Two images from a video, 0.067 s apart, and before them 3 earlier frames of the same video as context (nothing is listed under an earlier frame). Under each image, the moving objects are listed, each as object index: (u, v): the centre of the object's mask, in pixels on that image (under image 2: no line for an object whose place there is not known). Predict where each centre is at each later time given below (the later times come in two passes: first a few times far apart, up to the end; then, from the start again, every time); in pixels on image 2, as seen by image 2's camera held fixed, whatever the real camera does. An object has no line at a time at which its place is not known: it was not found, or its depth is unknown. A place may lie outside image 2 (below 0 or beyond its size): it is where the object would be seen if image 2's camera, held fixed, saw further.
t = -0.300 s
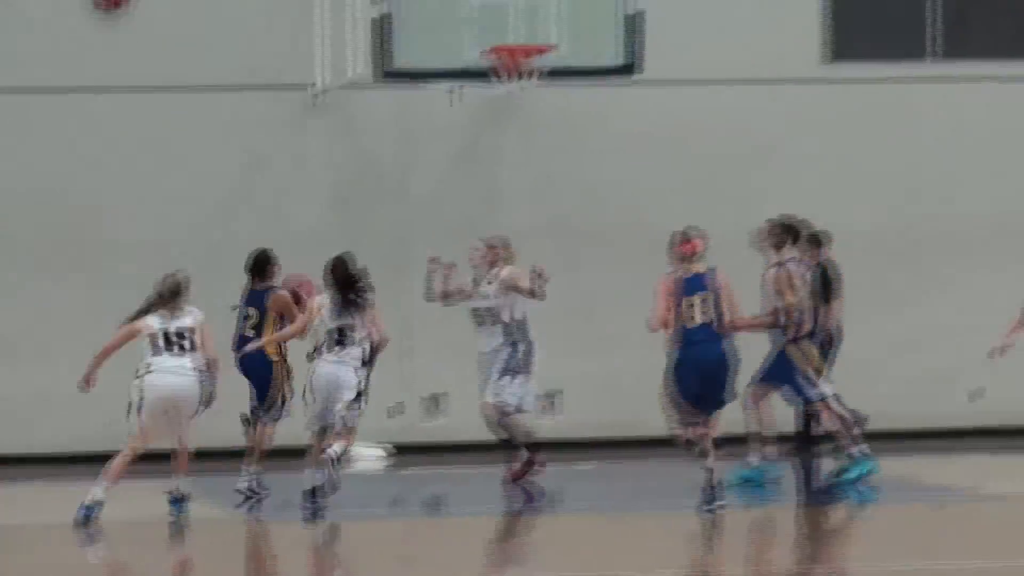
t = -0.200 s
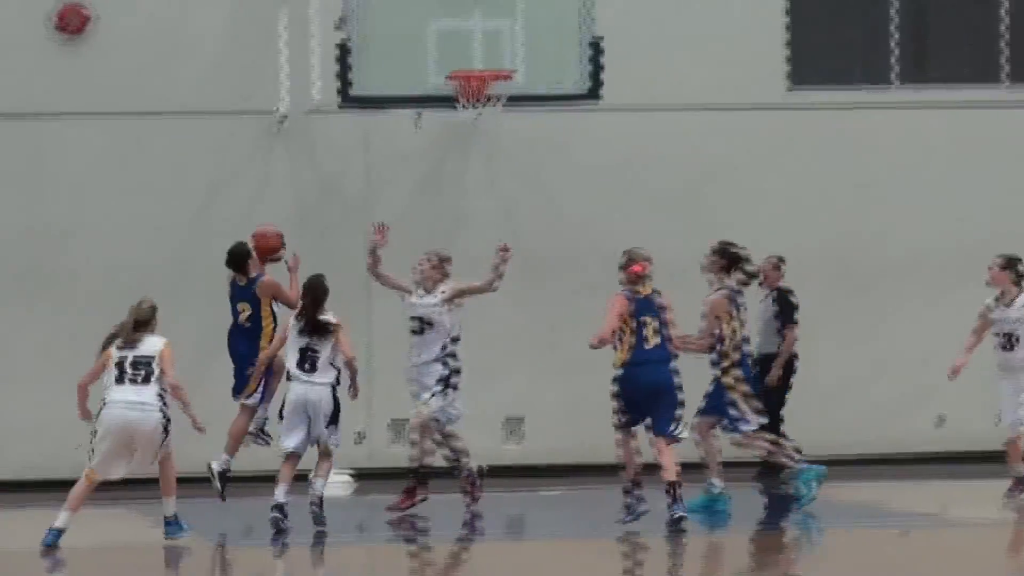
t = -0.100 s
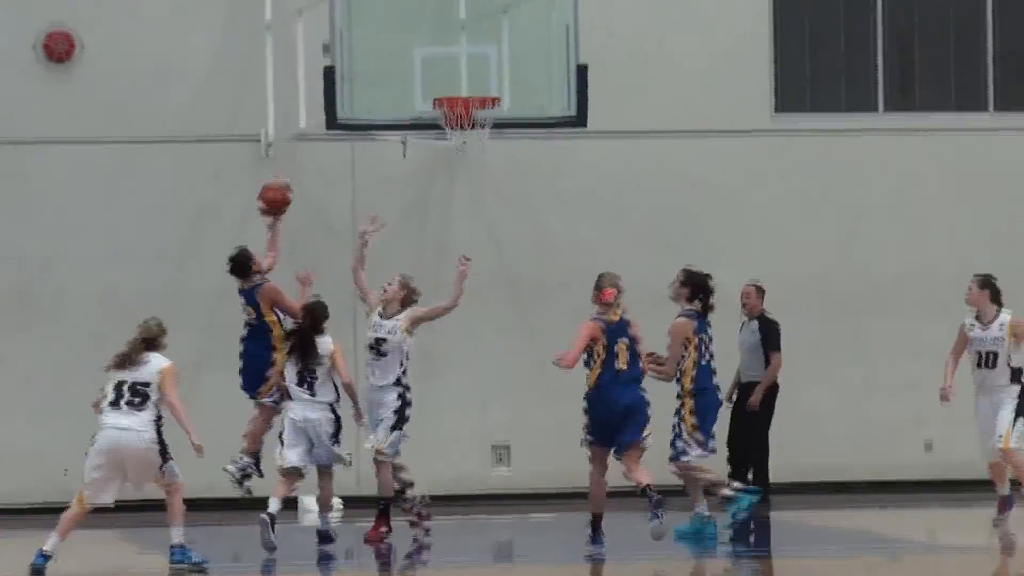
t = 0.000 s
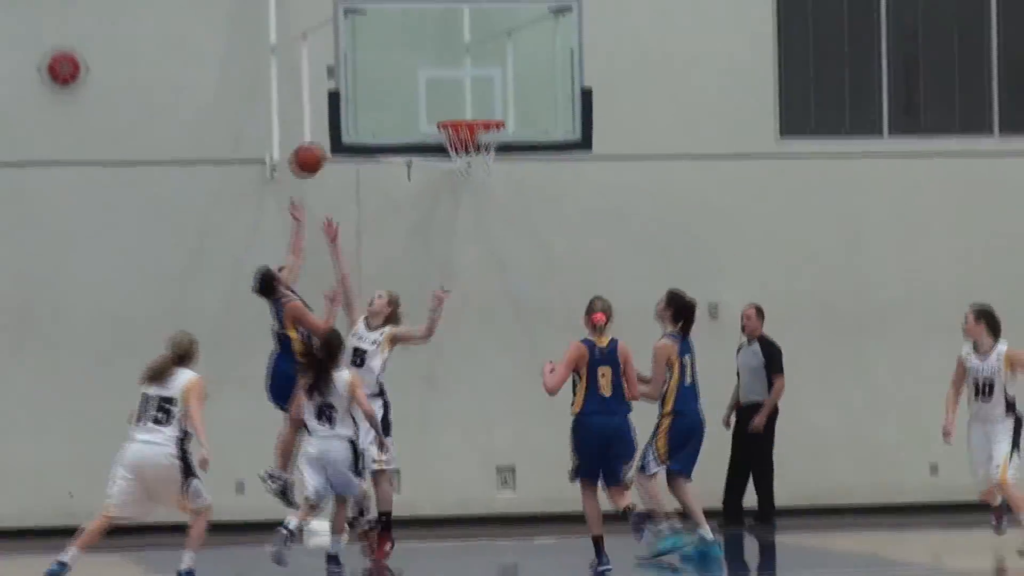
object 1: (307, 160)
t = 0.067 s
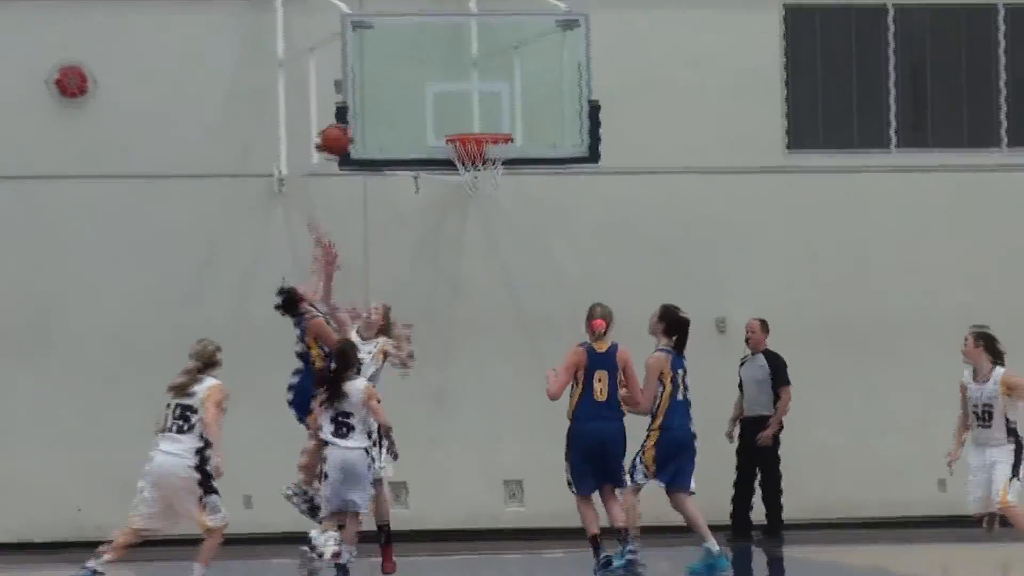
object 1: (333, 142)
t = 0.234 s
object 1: (380, 89)
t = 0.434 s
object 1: (429, 77)
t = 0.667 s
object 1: (472, 124)
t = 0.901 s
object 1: (488, 207)
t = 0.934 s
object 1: (489, 219)
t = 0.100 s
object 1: (343, 128)
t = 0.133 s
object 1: (353, 116)
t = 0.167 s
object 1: (363, 106)
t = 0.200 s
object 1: (371, 97)
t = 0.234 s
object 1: (380, 89)
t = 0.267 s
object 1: (389, 84)
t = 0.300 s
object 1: (399, 80)
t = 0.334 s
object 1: (409, 78)
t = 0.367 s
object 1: (417, 77)
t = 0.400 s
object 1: (423, 77)
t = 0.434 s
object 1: (429, 77)
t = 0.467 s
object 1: (435, 80)
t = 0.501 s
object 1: (441, 83)
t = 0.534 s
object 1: (447, 89)
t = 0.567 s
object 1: (454, 97)
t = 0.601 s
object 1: (460, 106)
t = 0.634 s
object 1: (466, 116)
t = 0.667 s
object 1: (472, 124)
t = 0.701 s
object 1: (477, 129)
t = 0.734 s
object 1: (480, 154)
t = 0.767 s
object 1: (481, 160)
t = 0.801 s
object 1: (488, 174)
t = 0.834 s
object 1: (486, 183)
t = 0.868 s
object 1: (487, 194)
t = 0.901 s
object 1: (488, 207)
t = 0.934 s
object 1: (489, 219)
